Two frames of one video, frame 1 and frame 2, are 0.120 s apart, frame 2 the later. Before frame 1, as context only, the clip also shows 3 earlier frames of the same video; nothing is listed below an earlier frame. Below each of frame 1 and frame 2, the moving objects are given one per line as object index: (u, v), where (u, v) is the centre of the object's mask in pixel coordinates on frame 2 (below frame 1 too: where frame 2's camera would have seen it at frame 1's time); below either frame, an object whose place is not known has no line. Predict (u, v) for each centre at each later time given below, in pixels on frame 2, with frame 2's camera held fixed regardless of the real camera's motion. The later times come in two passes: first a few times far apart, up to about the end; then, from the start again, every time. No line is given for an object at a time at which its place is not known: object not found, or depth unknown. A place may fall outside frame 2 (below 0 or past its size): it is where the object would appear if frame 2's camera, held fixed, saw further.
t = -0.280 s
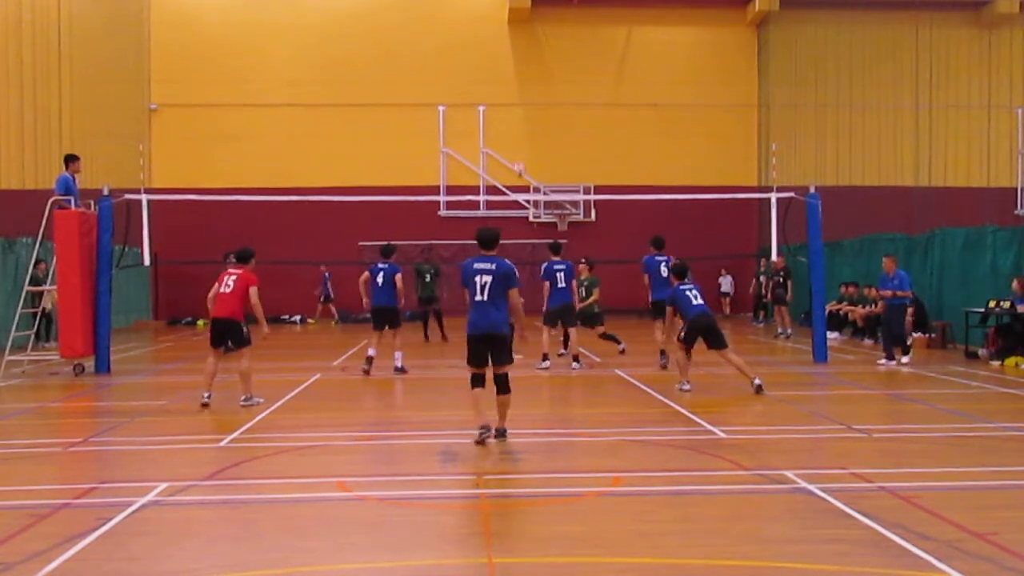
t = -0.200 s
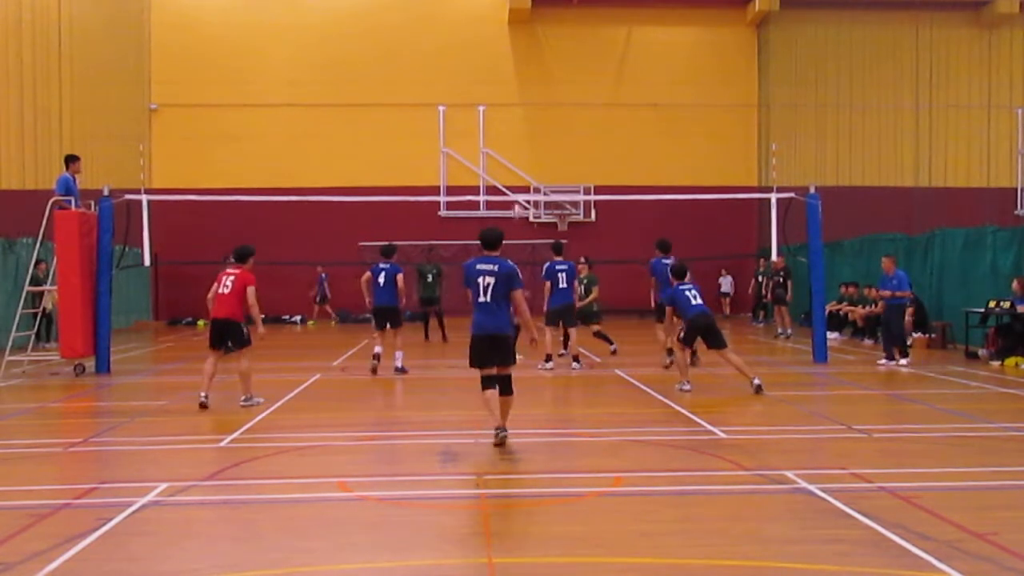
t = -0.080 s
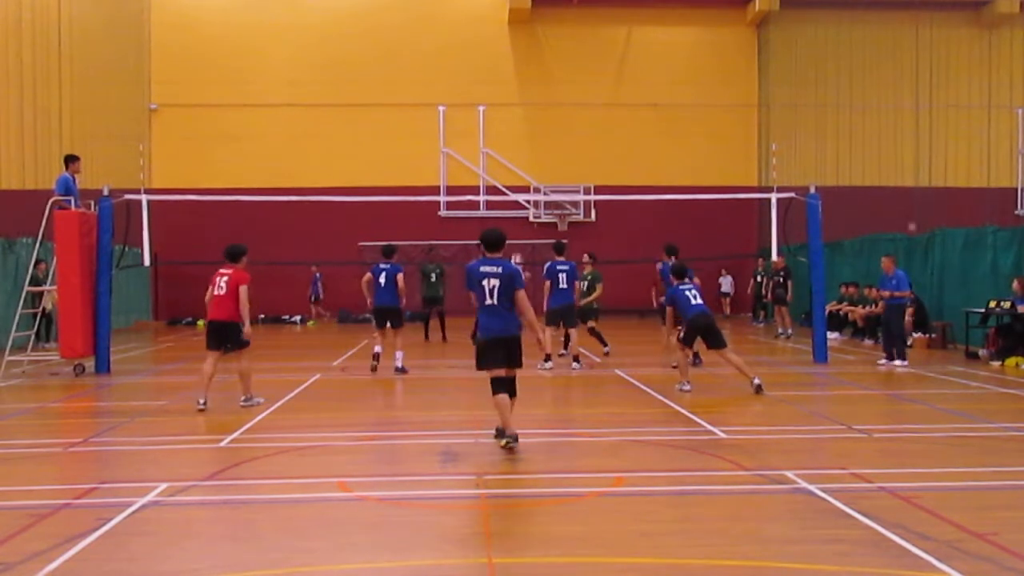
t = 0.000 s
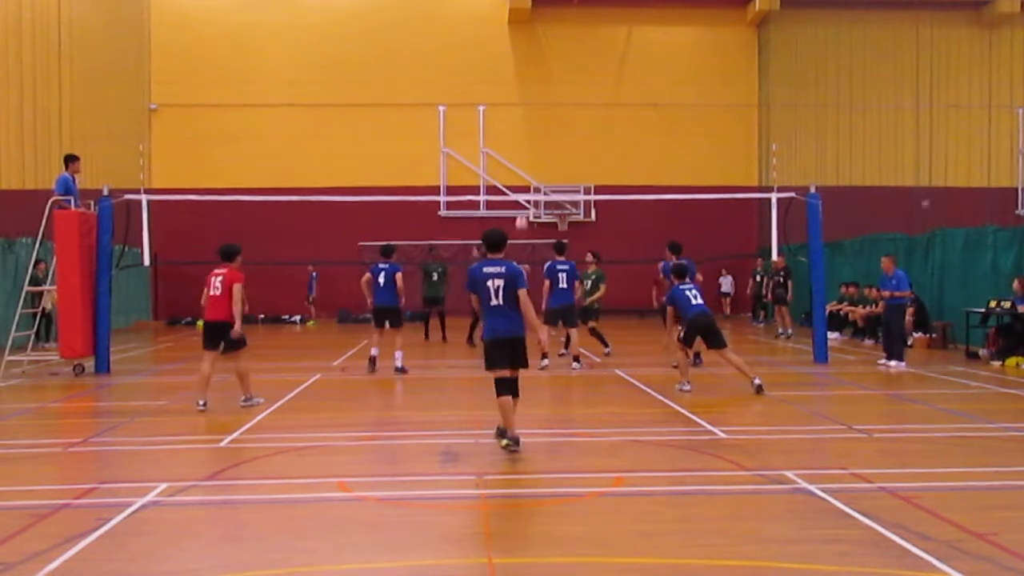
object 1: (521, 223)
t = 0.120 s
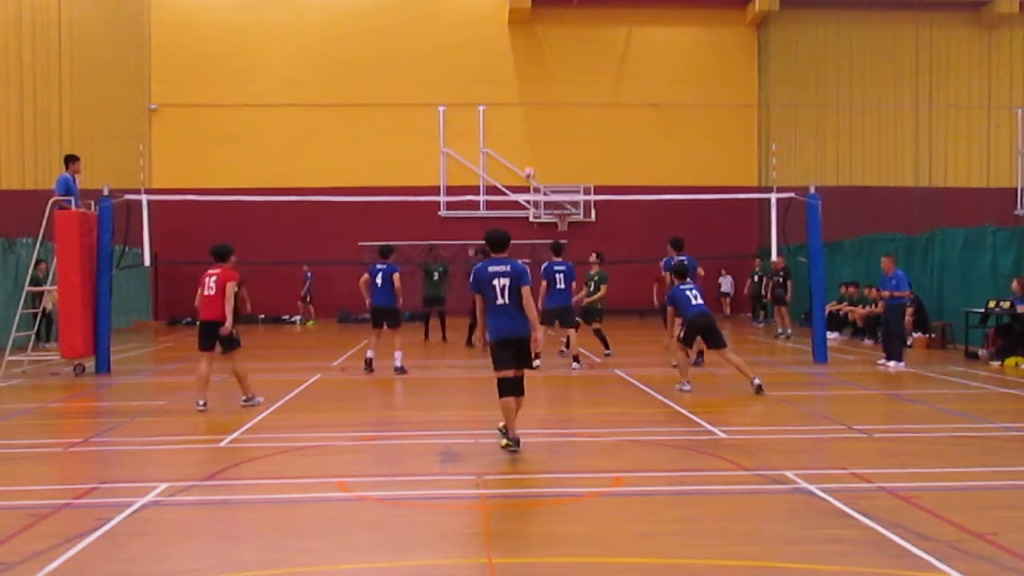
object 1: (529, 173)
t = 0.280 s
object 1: (539, 121)
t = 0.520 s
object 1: (551, 77)
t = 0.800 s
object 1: (568, 66)
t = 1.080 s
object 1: (581, 102)
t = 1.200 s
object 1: (587, 129)
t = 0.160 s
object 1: (531, 158)
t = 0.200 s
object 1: (533, 144)
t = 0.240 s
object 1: (535, 133)
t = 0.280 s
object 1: (539, 121)
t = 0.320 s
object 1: (541, 111)
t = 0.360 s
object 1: (543, 102)
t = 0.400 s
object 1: (545, 94)
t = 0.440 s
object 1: (547, 87)
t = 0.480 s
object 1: (549, 82)
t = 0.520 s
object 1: (551, 77)
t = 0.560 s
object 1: (554, 72)
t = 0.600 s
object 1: (556, 69)
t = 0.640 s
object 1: (558, 67)
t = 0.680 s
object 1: (561, 65)
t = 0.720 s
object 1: (563, 65)
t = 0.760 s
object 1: (565, 65)
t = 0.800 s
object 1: (568, 66)
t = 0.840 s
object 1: (569, 70)
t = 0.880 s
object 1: (571, 72)
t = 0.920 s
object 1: (574, 77)
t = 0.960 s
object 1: (576, 82)
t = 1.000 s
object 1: (577, 87)
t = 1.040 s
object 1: (580, 94)
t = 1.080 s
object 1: (581, 102)
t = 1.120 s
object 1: (583, 110)
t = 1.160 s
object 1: (585, 120)
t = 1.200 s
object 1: (587, 129)
